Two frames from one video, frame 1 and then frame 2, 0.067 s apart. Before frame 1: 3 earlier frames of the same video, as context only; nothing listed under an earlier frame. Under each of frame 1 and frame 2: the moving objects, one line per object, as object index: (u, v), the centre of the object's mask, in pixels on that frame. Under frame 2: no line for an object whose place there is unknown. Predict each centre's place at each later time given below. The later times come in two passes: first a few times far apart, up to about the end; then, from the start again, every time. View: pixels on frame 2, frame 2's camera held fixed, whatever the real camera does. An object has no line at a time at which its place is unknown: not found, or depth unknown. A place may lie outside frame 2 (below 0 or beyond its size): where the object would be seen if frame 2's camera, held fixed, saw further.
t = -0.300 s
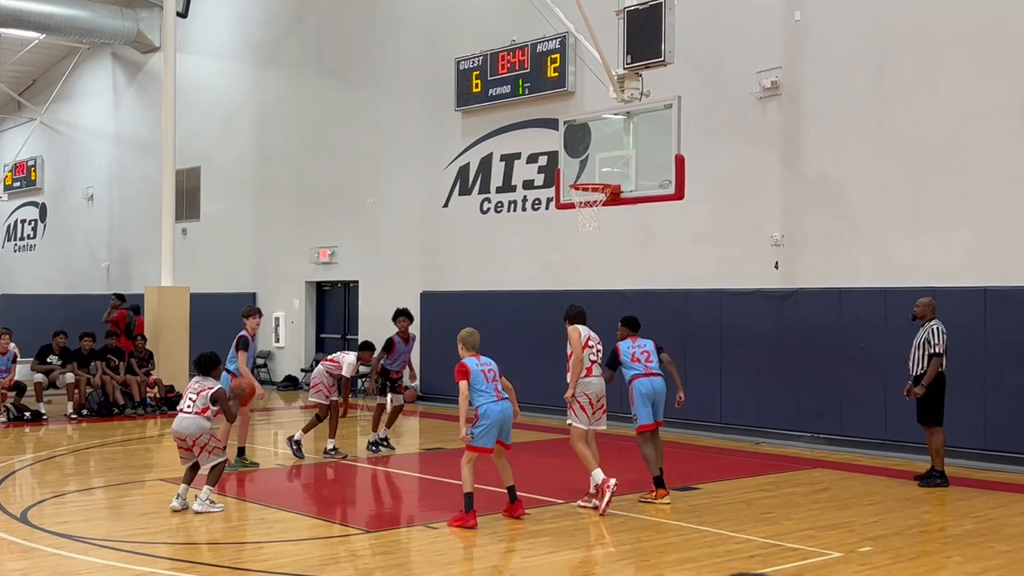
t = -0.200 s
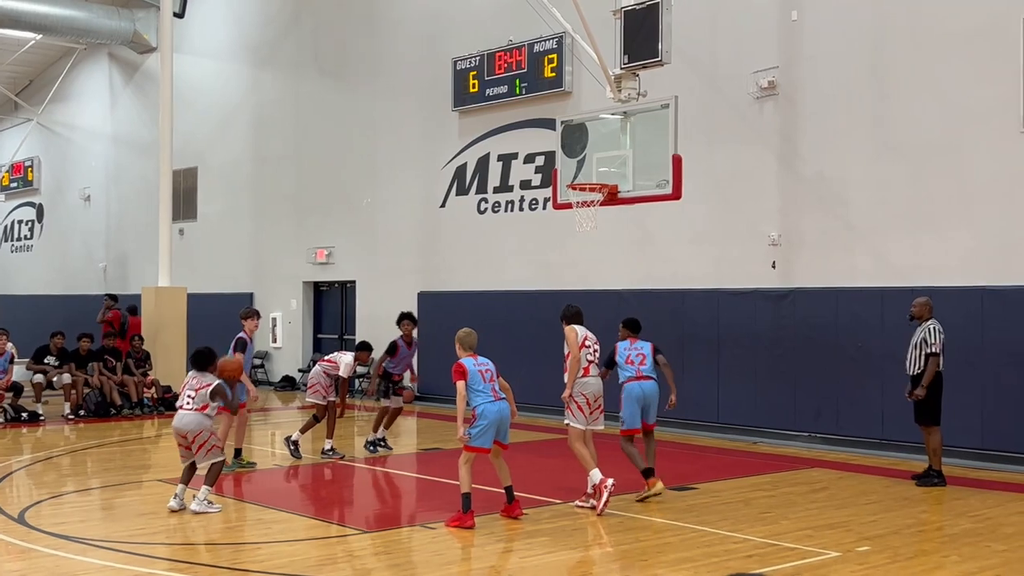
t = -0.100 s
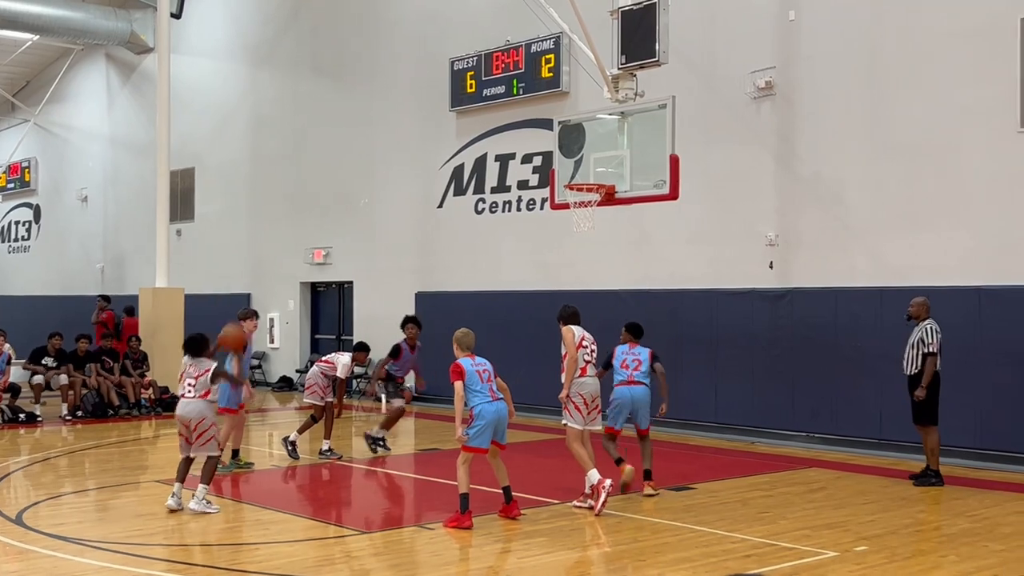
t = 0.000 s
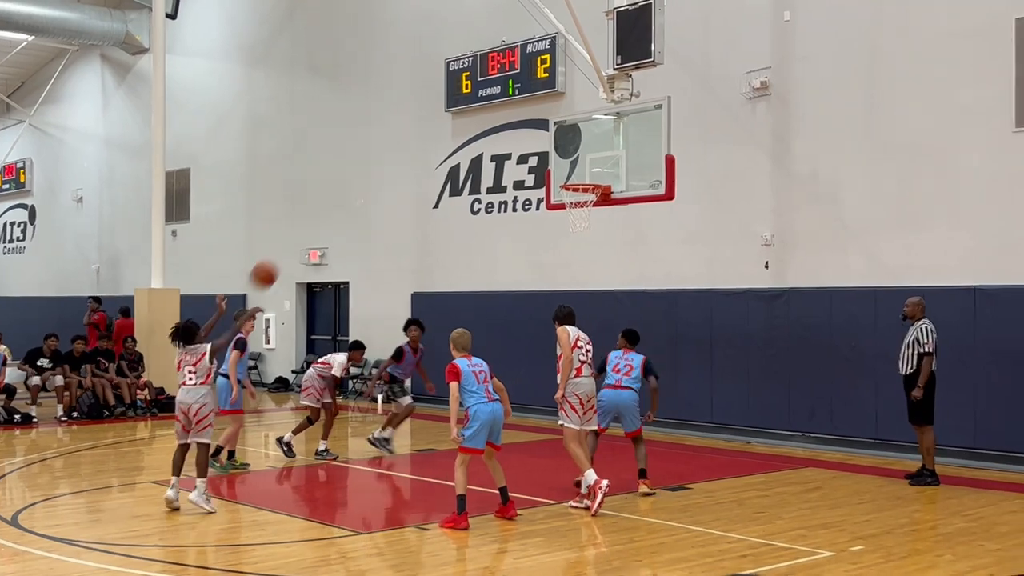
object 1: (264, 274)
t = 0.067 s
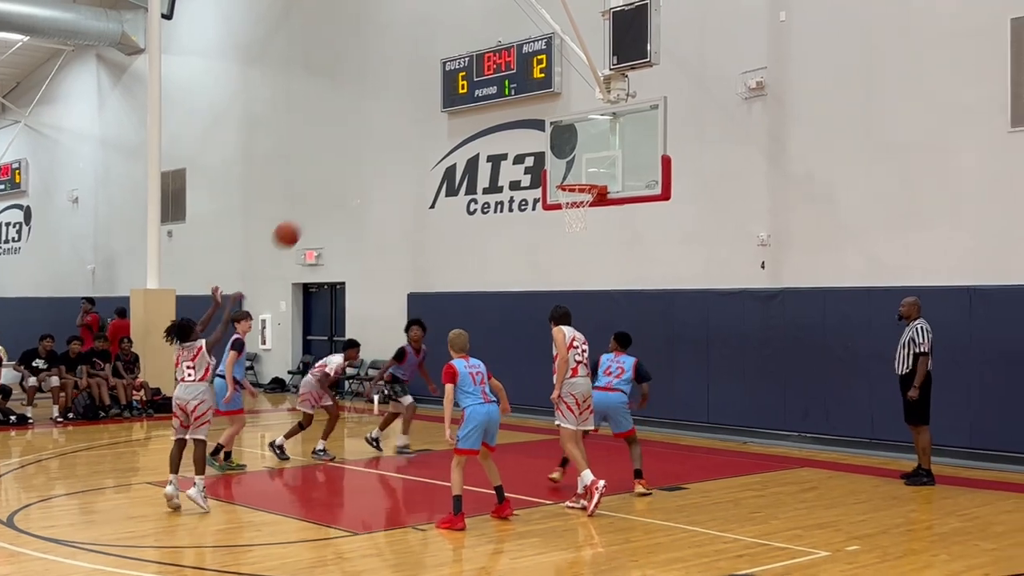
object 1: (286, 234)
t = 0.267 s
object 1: (360, 149)
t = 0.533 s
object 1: (447, 108)
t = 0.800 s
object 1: (523, 135)
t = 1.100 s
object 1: (578, 164)
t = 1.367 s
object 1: (584, 174)
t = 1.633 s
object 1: (566, 211)
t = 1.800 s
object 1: (566, 237)
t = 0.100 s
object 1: (299, 217)
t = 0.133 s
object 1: (312, 200)
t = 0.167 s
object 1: (325, 185)
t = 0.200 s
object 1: (337, 172)
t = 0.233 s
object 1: (349, 160)
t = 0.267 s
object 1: (360, 149)
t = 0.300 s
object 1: (372, 140)
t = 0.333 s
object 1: (383, 131)
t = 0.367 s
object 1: (394, 125)
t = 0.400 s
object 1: (406, 119)
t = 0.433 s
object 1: (417, 114)
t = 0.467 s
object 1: (427, 111)
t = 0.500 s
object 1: (437, 109)
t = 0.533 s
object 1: (447, 108)
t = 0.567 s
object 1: (457, 108)
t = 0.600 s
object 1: (467, 108)
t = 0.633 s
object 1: (476, 110)
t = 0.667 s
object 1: (486, 115)
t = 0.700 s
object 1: (496, 118)
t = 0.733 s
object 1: (505, 122)
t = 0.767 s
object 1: (514, 129)
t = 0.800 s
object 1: (523, 135)
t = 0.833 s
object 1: (531, 143)
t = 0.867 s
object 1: (541, 151)
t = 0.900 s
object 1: (549, 161)
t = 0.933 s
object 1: (557, 171)
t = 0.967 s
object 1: (562, 174)
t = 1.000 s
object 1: (566, 170)
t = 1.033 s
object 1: (570, 167)
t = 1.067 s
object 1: (575, 165)
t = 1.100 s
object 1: (578, 164)
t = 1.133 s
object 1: (583, 164)
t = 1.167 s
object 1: (586, 165)
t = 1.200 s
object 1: (590, 167)
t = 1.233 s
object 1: (594, 170)
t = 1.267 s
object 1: (593, 170)
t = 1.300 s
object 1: (590, 171)
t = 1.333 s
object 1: (587, 172)
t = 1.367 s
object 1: (584, 174)
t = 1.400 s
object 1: (581, 176)
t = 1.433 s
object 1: (578, 178)
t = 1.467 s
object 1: (575, 187)
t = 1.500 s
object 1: (571, 196)
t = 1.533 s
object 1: (568, 200)
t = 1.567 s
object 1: (566, 206)
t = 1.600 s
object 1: (566, 209)
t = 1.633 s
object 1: (566, 211)
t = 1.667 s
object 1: (566, 218)
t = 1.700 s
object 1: (566, 220)
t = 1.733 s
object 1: (566, 224)
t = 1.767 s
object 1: (566, 230)
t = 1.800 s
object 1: (566, 237)
